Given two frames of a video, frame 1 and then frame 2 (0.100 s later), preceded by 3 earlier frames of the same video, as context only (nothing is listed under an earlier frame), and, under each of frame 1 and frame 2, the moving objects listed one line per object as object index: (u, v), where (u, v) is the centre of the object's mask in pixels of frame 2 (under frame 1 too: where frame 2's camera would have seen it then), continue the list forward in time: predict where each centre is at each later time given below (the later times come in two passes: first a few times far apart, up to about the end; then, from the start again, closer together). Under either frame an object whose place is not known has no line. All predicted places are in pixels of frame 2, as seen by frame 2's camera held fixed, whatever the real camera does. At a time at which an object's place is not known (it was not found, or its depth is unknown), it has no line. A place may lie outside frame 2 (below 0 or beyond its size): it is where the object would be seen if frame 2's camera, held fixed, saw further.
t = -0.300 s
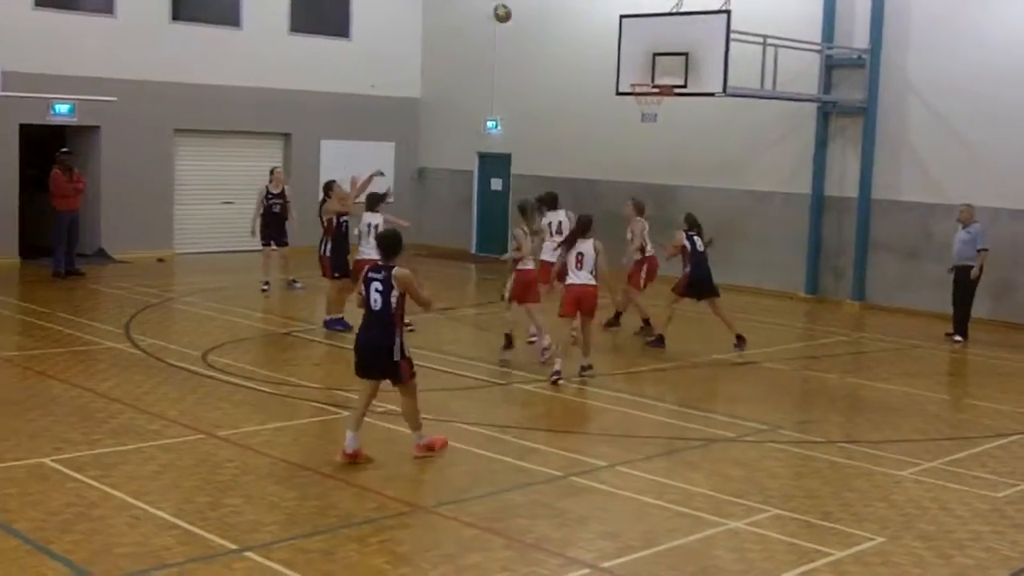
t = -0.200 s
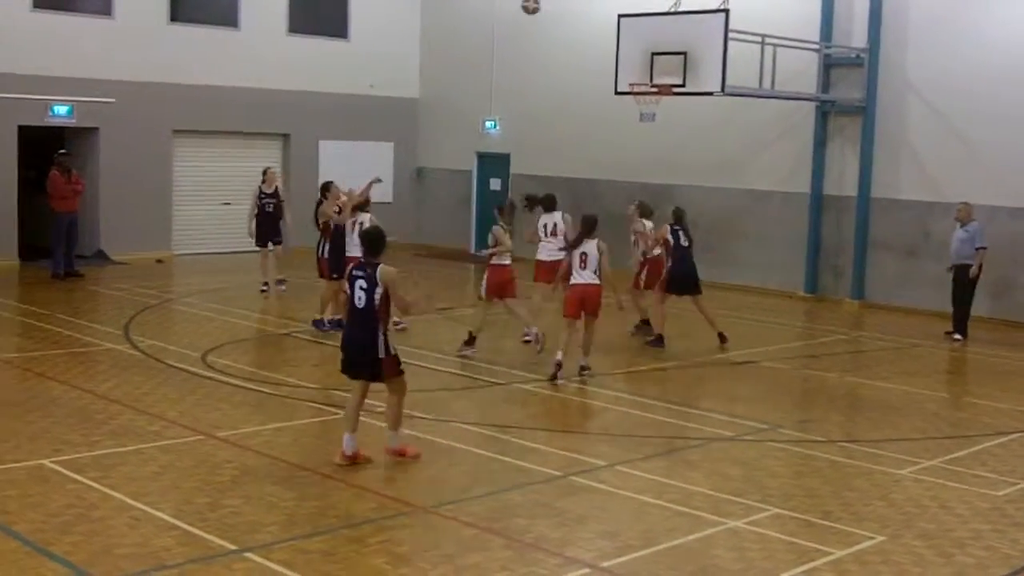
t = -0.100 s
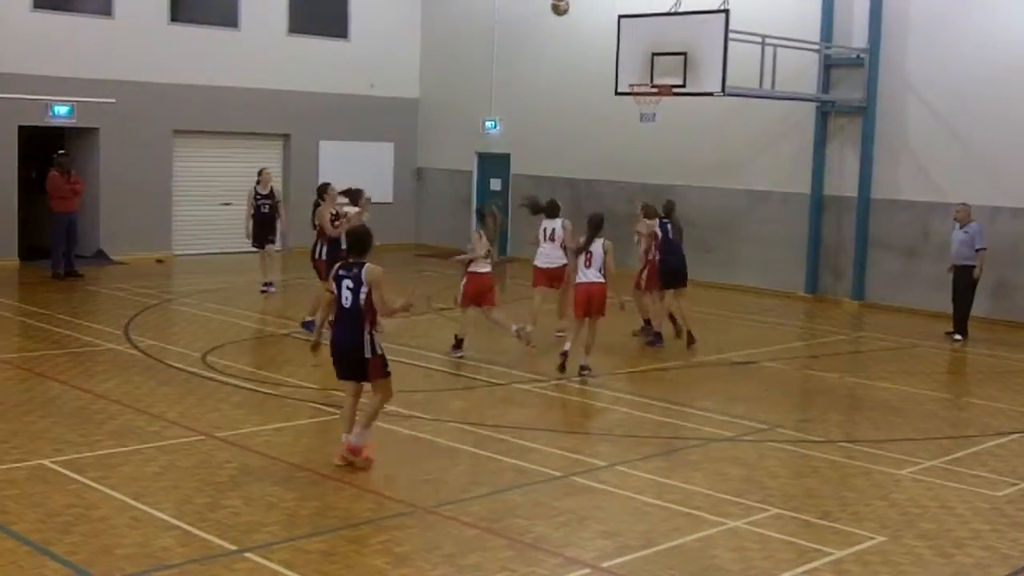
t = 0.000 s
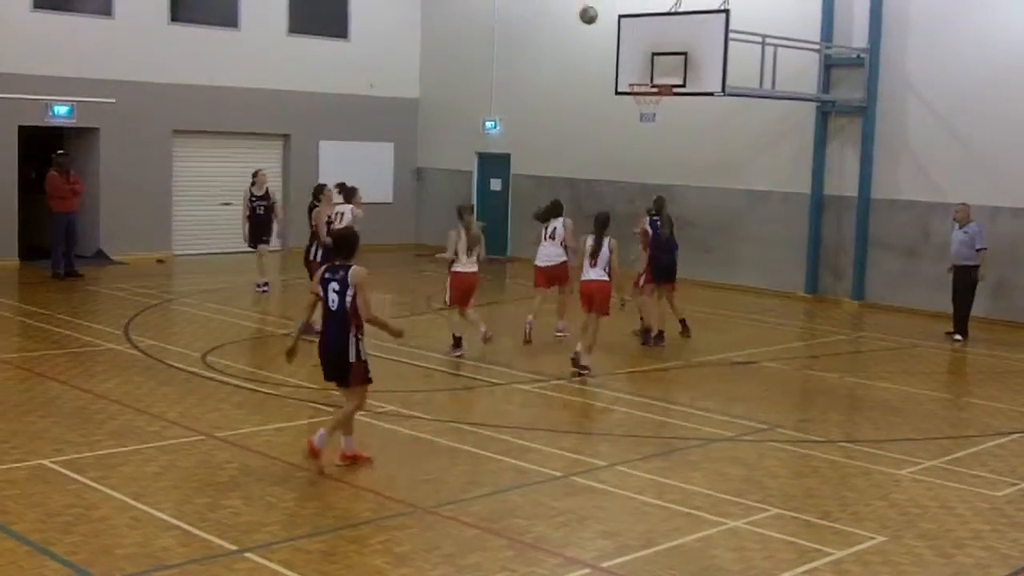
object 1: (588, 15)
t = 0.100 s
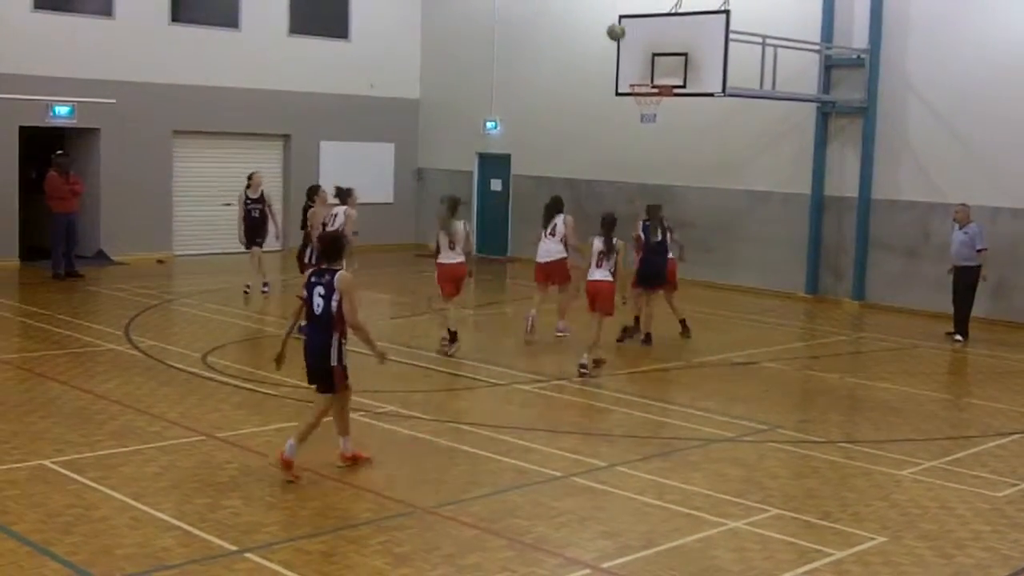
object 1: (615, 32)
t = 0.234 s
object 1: (650, 66)
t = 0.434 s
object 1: (643, 38)
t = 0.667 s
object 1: (613, 12)
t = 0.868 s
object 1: (586, 26)
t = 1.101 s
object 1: (551, 86)
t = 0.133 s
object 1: (624, 40)
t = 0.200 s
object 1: (642, 56)
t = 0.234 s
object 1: (650, 66)
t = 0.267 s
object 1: (660, 75)
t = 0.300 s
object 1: (658, 72)
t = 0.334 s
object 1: (655, 63)
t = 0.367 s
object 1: (650, 53)
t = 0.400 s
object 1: (647, 45)
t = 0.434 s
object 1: (643, 38)
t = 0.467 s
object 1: (639, 33)
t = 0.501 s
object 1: (635, 26)
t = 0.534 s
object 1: (631, 22)
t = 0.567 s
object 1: (627, 18)
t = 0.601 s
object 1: (622, 16)
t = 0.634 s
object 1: (617, 14)
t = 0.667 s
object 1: (613, 12)
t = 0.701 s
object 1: (609, 12)
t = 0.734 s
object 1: (604, 13)
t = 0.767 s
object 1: (600, 15)
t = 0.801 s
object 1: (595, 18)
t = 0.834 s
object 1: (590, 21)
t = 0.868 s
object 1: (586, 26)
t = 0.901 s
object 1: (580, 31)
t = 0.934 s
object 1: (575, 38)
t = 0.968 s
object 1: (571, 45)
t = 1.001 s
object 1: (566, 54)
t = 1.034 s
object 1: (561, 63)
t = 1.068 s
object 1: (556, 74)
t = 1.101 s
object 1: (551, 86)
